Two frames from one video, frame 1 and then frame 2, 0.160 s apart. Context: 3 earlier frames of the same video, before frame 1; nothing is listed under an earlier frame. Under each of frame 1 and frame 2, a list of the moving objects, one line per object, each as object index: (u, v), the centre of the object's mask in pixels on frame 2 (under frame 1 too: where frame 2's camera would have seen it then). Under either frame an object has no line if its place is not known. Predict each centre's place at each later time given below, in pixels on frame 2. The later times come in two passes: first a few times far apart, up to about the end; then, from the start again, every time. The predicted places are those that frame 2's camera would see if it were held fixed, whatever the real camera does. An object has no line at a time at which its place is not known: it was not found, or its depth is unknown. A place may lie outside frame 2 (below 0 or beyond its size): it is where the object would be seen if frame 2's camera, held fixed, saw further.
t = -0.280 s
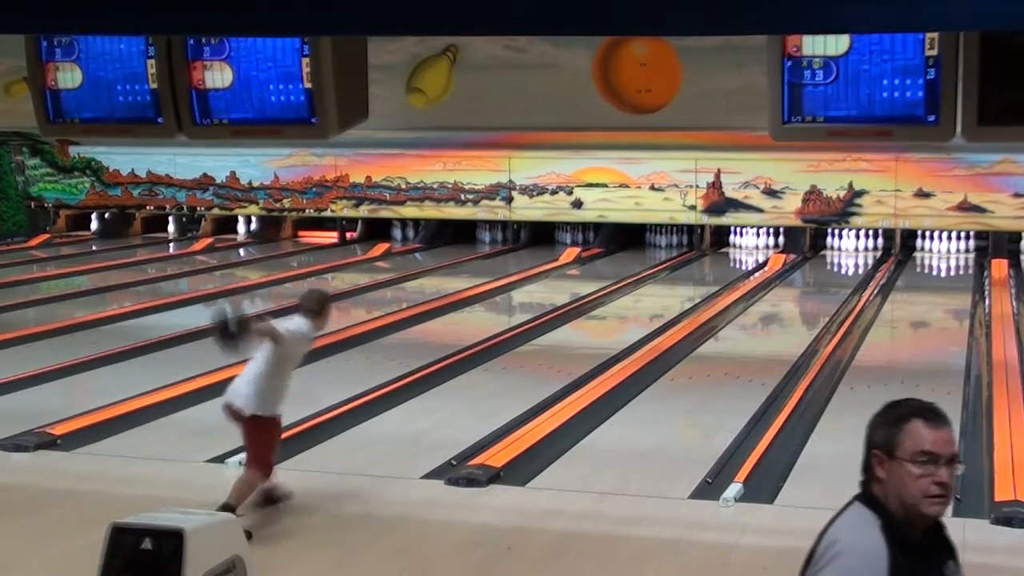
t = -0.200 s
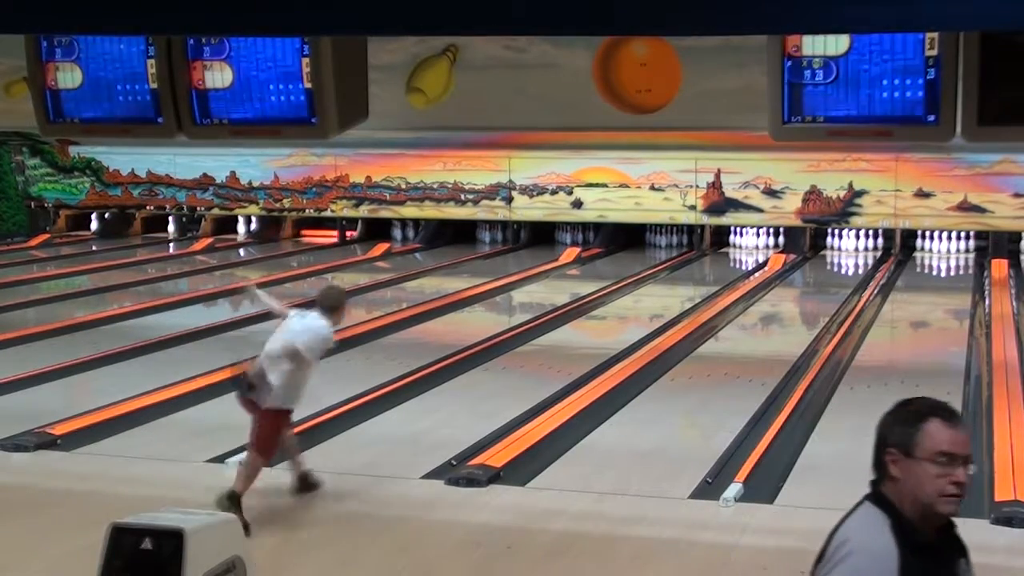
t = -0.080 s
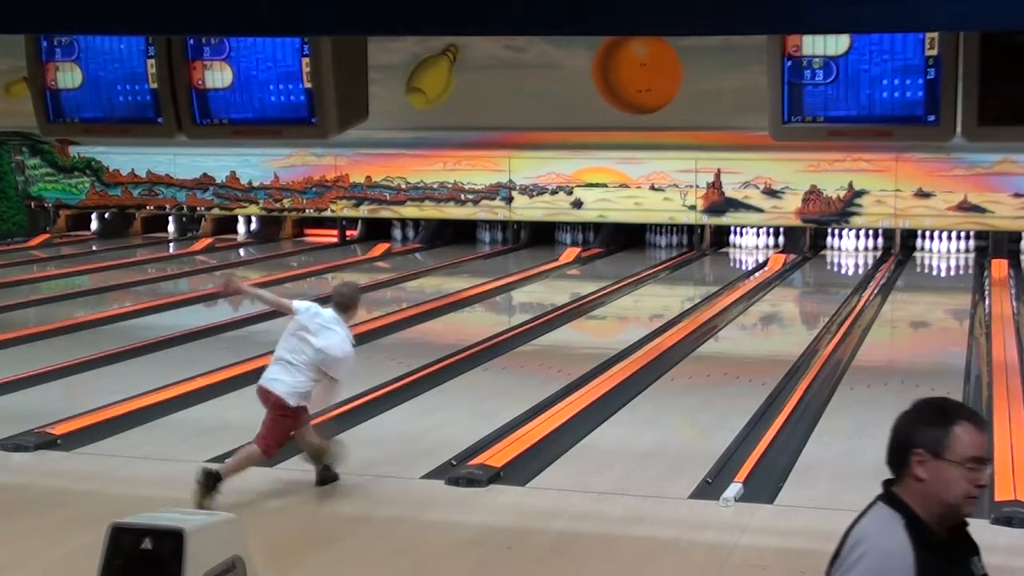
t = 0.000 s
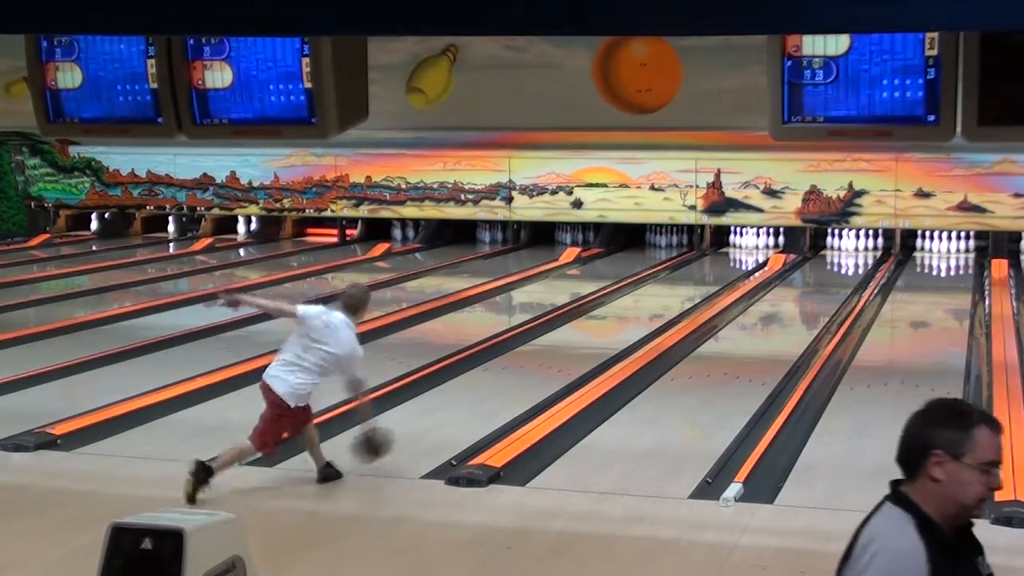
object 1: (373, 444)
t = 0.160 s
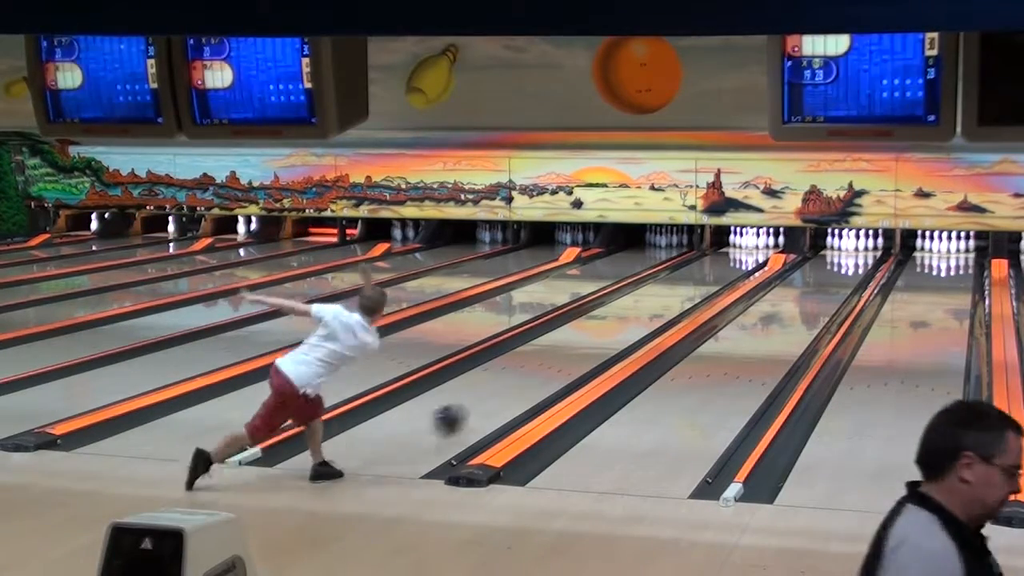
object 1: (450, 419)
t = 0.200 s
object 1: (466, 410)
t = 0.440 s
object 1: (546, 369)
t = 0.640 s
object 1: (597, 342)
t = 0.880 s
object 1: (646, 317)
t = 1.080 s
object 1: (676, 300)
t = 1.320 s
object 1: (705, 282)
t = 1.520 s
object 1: (725, 273)
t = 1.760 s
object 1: (741, 261)
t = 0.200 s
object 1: (466, 410)
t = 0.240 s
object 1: (482, 402)
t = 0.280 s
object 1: (495, 396)
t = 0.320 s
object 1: (509, 387)
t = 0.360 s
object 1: (522, 381)
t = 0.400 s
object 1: (535, 374)
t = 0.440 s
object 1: (546, 369)
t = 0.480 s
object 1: (558, 362)
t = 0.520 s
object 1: (569, 356)
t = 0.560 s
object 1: (580, 351)
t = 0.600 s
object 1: (589, 347)
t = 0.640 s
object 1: (597, 342)
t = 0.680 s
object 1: (606, 338)
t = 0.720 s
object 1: (615, 332)
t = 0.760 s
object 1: (623, 329)
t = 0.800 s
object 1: (631, 324)
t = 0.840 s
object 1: (638, 321)
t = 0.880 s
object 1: (646, 317)
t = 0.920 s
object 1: (652, 313)
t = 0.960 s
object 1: (659, 310)
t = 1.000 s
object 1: (665, 306)
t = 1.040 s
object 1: (671, 303)
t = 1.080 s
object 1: (676, 300)
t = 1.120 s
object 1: (682, 297)
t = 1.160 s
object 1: (688, 294)
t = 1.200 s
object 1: (692, 291)
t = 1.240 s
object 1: (697, 288)
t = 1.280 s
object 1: (701, 286)
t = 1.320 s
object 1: (705, 282)
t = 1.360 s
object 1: (710, 281)
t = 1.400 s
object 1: (714, 279)
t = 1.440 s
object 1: (717, 276)
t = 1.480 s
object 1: (721, 275)
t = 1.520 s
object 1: (725, 273)
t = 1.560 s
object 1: (727, 271)
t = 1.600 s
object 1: (731, 269)
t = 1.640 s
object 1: (734, 266)
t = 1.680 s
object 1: (736, 264)
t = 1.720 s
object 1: (738, 262)
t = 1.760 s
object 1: (741, 261)
